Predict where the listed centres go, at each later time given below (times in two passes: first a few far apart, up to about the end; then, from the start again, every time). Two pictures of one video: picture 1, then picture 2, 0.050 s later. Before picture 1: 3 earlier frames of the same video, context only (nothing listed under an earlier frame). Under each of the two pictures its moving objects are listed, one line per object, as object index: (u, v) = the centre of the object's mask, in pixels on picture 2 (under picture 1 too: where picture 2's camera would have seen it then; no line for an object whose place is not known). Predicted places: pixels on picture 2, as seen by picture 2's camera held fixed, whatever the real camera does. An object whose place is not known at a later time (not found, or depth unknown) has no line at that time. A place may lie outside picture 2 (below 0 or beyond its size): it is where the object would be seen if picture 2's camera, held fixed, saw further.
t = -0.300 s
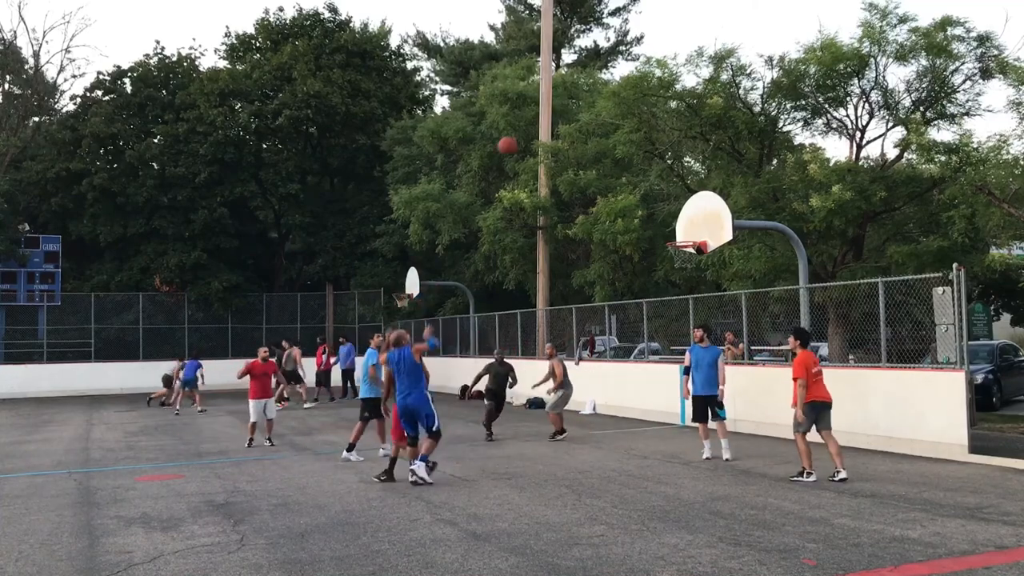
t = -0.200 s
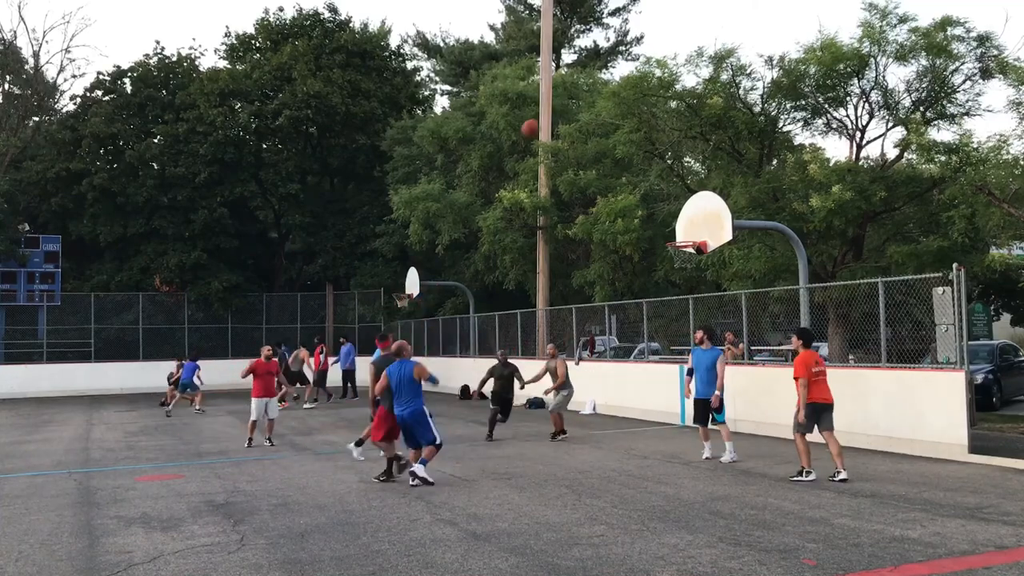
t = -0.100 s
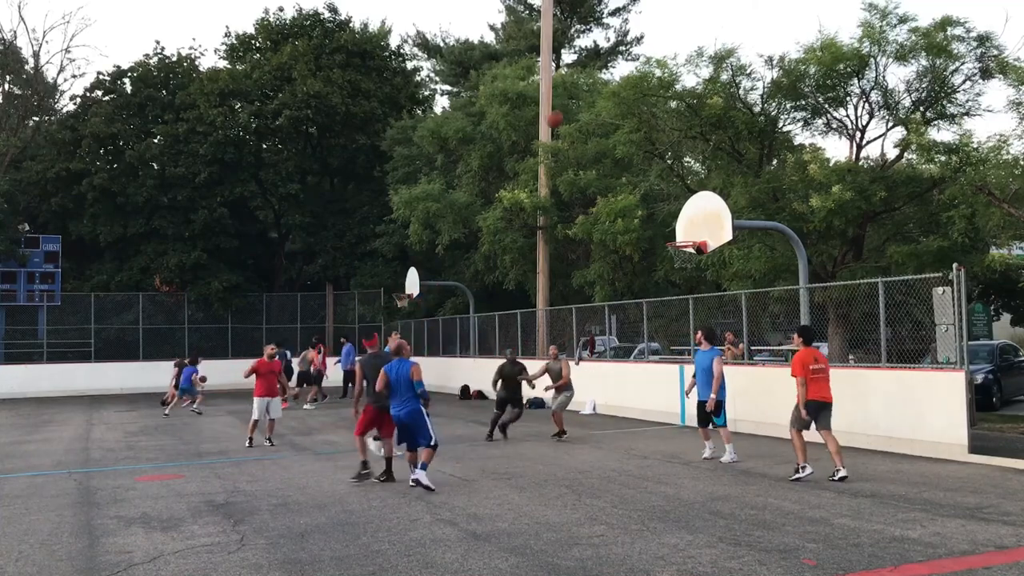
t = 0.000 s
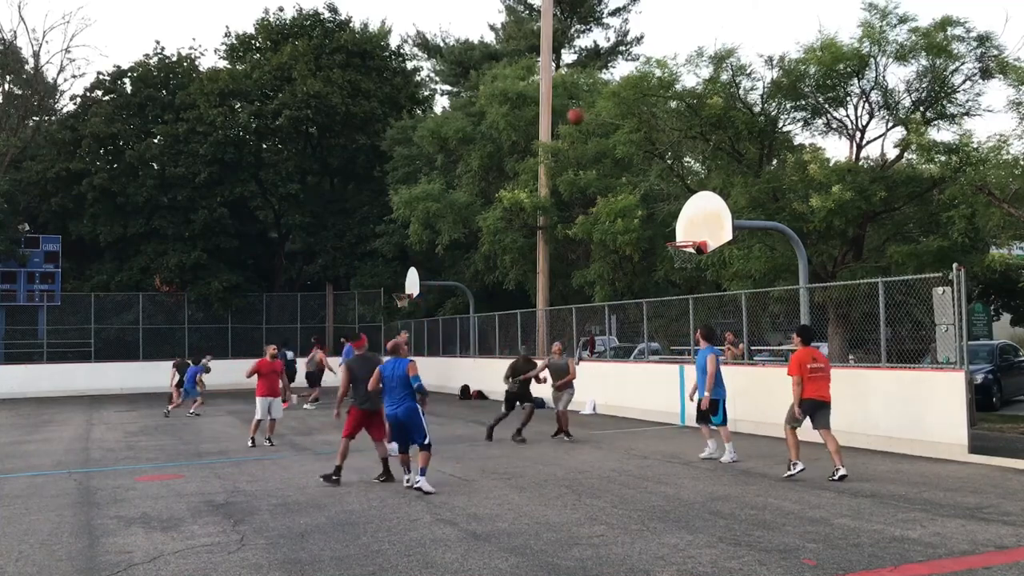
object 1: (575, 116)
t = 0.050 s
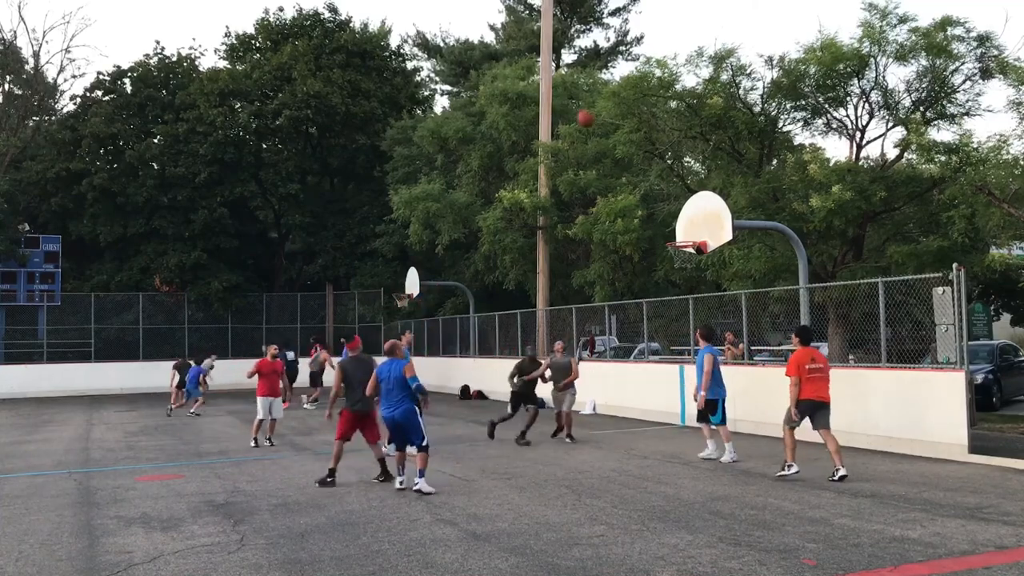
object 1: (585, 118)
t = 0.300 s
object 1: (635, 149)
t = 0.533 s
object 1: (678, 212)
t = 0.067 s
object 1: (589, 119)
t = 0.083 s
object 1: (593, 120)
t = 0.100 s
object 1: (597, 121)
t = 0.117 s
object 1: (599, 123)
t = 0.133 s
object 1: (604, 125)
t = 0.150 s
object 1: (606, 127)
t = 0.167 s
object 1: (610, 128)
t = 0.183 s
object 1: (613, 130)
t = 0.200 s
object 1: (617, 132)
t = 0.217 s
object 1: (620, 135)
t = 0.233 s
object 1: (623, 137)
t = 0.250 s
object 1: (626, 141)
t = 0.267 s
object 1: (630, 144)
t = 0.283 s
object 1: (632, 146)
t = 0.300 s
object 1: (635, 149)
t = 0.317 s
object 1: (639, 153)
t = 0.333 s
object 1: (643, 157)
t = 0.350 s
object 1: (645, 161)
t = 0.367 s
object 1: (648, 164)
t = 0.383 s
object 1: (651, 168)
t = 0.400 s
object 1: (655, 172)
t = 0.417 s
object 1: (658, 177)
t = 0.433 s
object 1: (659, 181)
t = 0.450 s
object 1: (664, 187)
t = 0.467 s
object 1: (667, 192)
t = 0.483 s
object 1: (670, 197)
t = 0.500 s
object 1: (672, 202)
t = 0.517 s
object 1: (674, 207)
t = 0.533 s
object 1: (678, 212)
